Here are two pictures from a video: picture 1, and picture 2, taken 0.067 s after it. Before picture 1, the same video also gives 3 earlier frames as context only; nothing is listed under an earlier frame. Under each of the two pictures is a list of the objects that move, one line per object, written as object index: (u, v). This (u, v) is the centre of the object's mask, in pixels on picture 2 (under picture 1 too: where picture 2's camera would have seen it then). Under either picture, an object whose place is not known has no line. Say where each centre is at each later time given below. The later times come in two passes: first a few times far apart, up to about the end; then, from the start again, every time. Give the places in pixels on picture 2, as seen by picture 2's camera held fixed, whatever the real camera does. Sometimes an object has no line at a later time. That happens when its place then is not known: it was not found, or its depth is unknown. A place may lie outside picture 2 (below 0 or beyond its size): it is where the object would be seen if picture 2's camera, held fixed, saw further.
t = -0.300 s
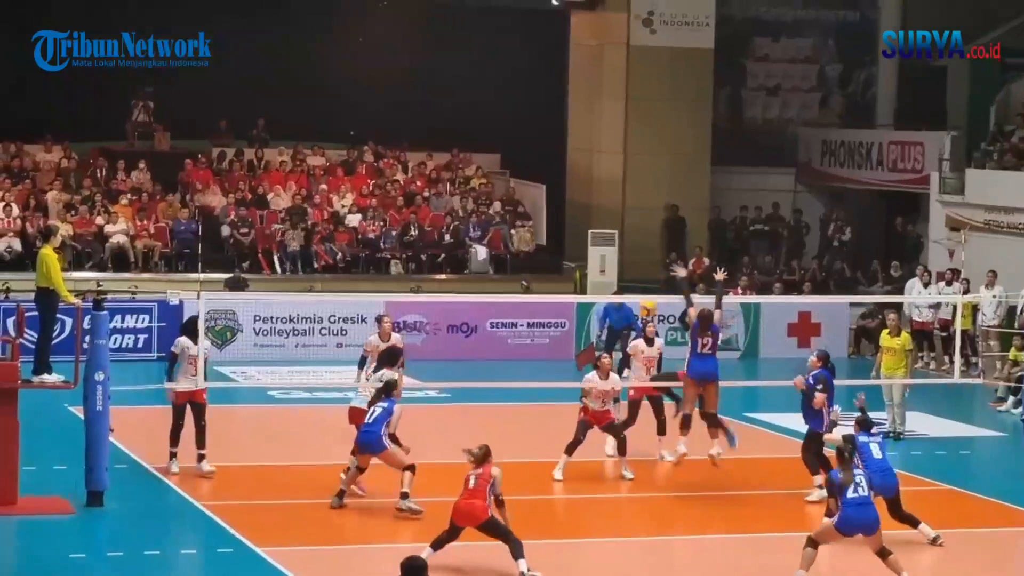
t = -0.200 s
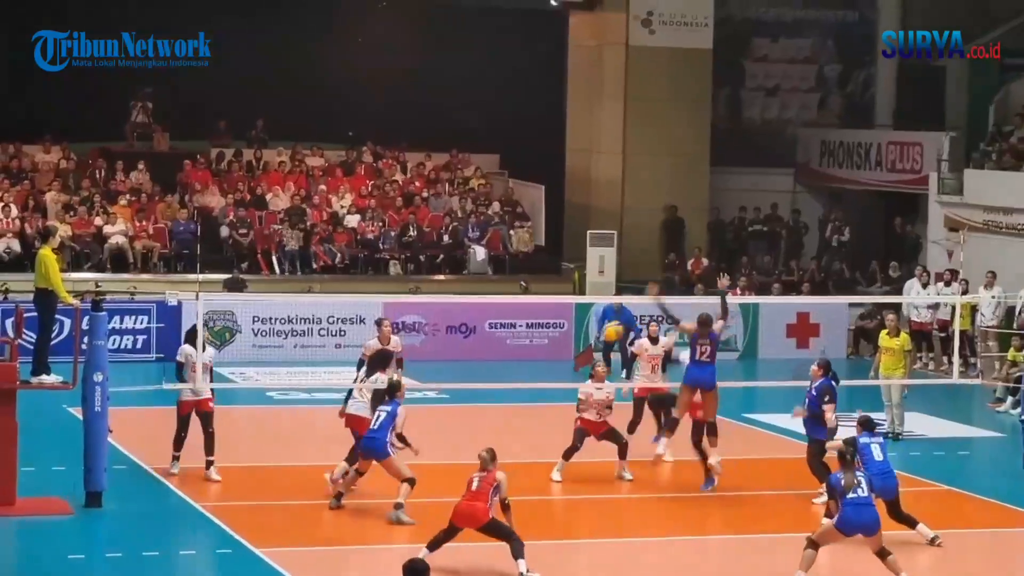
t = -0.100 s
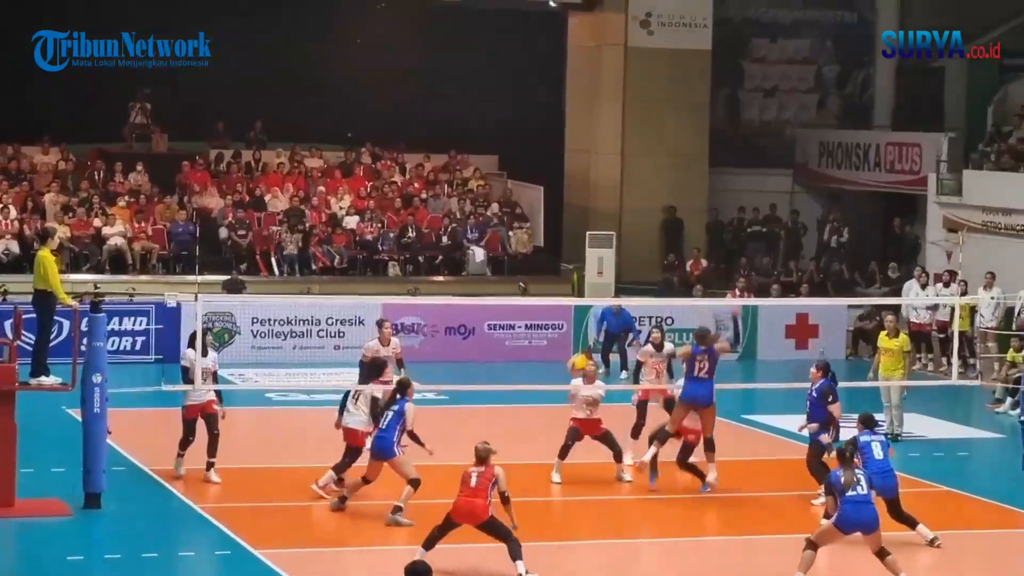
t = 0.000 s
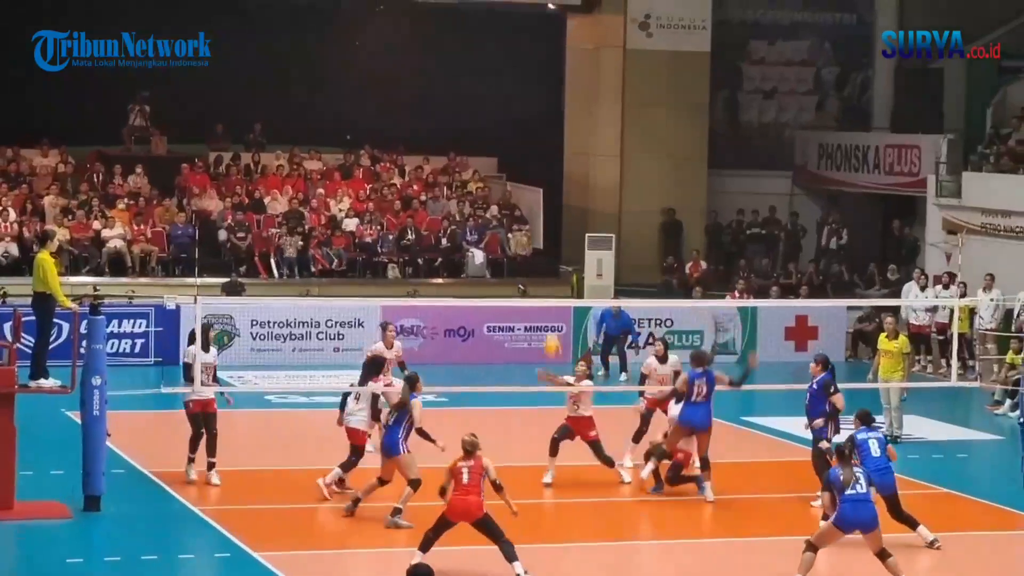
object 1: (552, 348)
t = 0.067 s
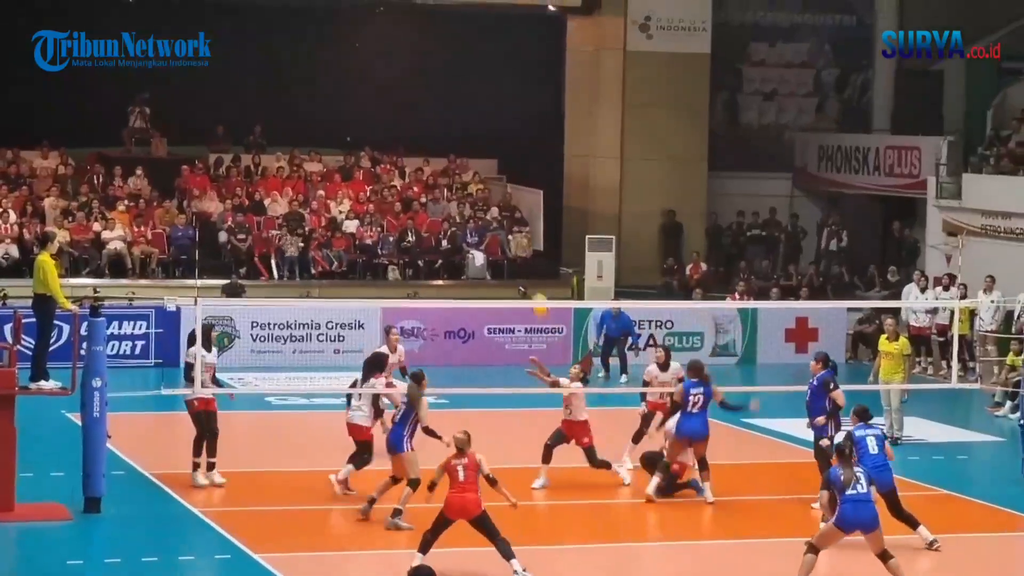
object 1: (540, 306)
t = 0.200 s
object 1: (516, 236)
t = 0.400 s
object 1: (482, 161)
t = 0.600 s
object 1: (449, 120)
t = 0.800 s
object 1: (415, 112)
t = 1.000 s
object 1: (381, 138)
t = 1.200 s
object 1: (346, 197)
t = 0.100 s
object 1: (534, 287)
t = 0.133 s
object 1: (528, 269)
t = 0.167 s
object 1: (521, 251)
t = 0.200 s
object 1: (516, 236)
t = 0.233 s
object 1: (511, 221)
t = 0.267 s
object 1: (505, 207)
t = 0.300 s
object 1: (499, 194)
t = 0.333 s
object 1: (494, 182)
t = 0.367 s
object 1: (488, 171)
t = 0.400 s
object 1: (482, 161)
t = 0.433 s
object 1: (477, 152)
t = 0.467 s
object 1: (471, 143)
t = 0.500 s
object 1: (466, 136)
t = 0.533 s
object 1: (460, 130)
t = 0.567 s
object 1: (455, 124)
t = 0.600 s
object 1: (449, 120)
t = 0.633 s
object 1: (443, 116)
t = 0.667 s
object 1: (438, 113)
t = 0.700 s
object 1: (432, 112)
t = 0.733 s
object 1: (427, 111)
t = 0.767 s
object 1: (421, 111)
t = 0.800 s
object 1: (415, 112)
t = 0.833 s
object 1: (410, 114)
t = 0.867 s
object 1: (404, 117)
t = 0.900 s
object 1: (398, 121)
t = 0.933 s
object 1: (393, 125)
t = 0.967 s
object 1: (387, 131)
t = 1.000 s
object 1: (381, 138)
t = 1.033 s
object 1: (376, 145)
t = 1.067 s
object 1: (370, 153)
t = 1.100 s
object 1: (365, 162)
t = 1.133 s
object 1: (359, 171)
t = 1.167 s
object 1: (353, 183)
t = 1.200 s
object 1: (346, 197)
